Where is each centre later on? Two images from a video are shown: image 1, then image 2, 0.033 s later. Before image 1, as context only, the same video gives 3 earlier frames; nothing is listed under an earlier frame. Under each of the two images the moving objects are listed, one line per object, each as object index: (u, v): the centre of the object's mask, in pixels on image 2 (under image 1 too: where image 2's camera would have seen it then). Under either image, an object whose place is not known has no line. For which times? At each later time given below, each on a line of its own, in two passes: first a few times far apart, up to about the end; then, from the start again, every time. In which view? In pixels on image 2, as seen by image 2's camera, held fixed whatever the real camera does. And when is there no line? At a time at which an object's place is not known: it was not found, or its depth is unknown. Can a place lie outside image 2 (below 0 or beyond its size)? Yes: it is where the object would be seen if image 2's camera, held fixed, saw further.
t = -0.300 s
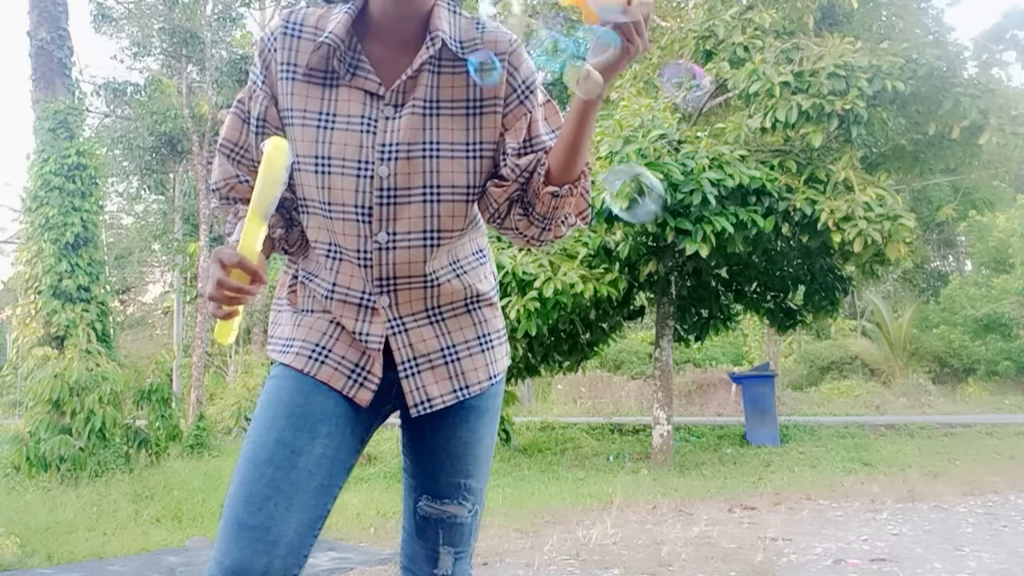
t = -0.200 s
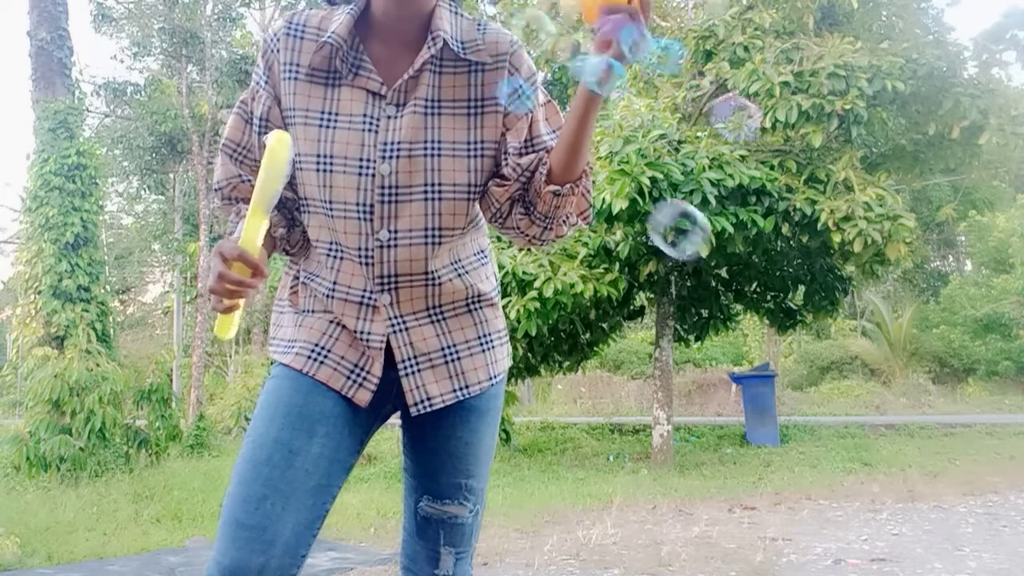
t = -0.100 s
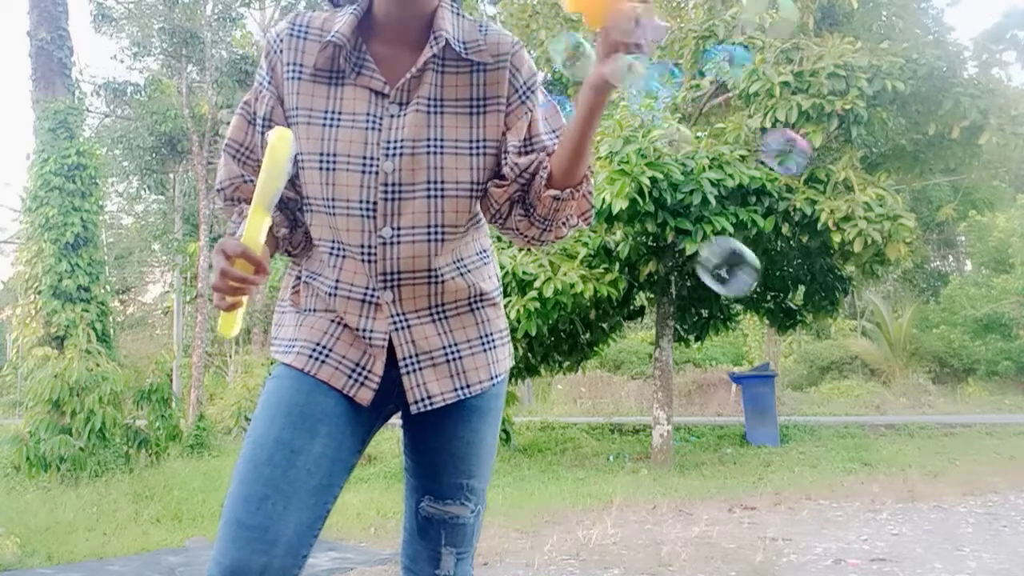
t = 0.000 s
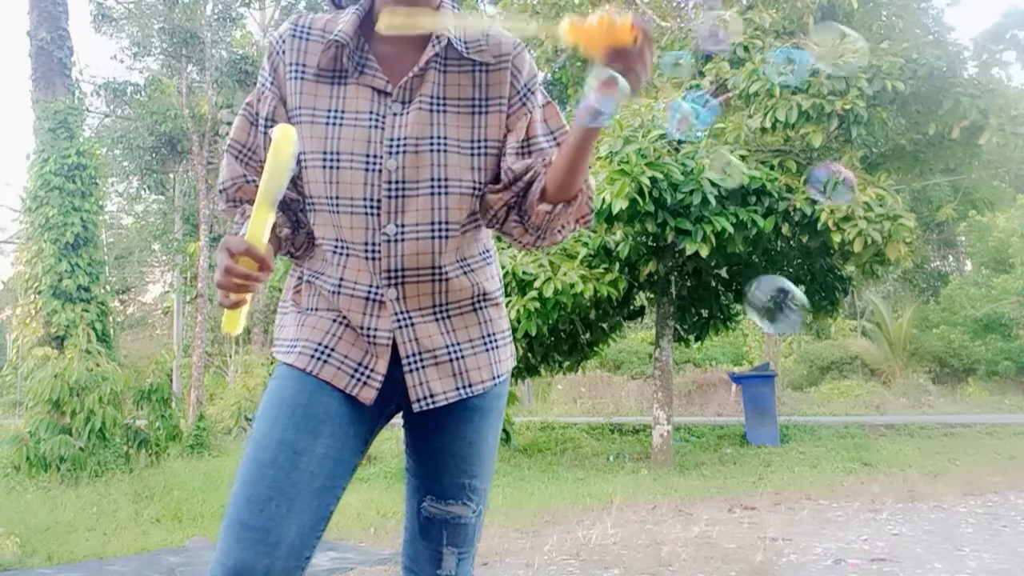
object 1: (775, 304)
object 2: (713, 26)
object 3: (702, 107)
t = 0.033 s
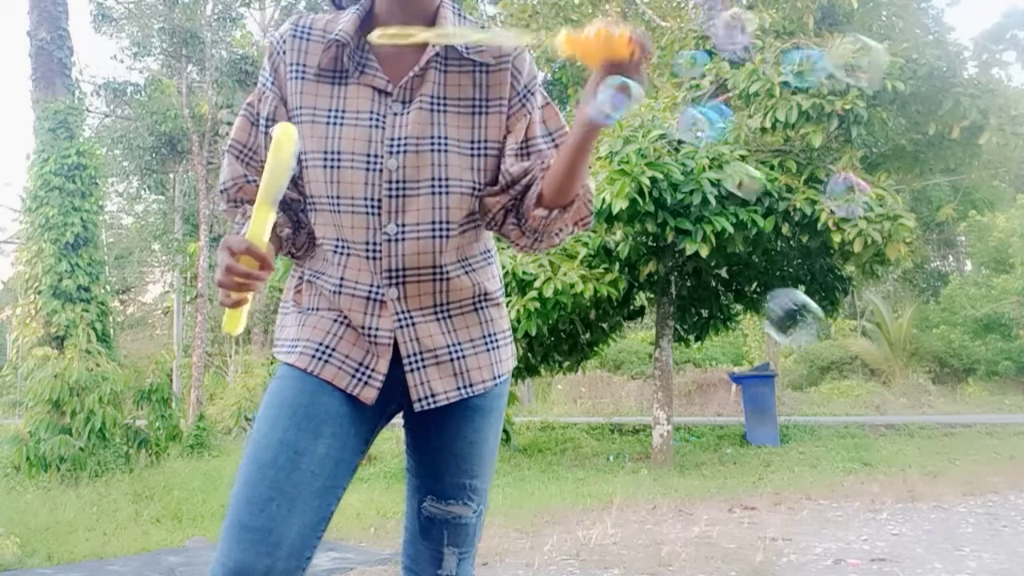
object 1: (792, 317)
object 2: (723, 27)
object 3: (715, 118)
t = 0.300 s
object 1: (906, 415)
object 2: (898, 149)
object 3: (805, 149)
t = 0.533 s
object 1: (1005, 480)
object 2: (997, 177)
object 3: (906, 176)
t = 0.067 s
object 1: (806, 331)
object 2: (742, 36)
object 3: (727, 122)
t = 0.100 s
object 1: (822, 344)
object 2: (773, 51)
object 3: (729, 124)
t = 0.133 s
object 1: (839, 358)
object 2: (792, 55)
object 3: (741, 129)
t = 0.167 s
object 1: (850, 367)
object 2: (814, 68)
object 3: (752, 133)
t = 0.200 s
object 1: (867, 381)
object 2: (842, 89)
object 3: (764, 137)
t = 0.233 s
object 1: (880, 390)
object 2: (868, 111)
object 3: (777, 140)
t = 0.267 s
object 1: (894, 405)
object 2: (885, 131)
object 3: (791, 145)
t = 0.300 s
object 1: (906, 415)
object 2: (898, 149)
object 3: (805, 149)
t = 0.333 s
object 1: (920, 427)
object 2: (909, 159)
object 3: (818, 152)
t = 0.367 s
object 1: (934, 441)
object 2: (920, 165)
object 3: (832, 156)
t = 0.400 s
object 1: (943, 447)
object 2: (932, 168)
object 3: (847, 160)
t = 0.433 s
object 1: (957, 460)
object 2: (947, 172)
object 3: (862, 163)
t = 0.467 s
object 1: (970, 471)
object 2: (961, 174)
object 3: (876, 167)
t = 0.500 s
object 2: (977, 175)
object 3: (891, 171)
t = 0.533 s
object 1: (1005, 480)
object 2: (997, 177)
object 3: (906, 176)
